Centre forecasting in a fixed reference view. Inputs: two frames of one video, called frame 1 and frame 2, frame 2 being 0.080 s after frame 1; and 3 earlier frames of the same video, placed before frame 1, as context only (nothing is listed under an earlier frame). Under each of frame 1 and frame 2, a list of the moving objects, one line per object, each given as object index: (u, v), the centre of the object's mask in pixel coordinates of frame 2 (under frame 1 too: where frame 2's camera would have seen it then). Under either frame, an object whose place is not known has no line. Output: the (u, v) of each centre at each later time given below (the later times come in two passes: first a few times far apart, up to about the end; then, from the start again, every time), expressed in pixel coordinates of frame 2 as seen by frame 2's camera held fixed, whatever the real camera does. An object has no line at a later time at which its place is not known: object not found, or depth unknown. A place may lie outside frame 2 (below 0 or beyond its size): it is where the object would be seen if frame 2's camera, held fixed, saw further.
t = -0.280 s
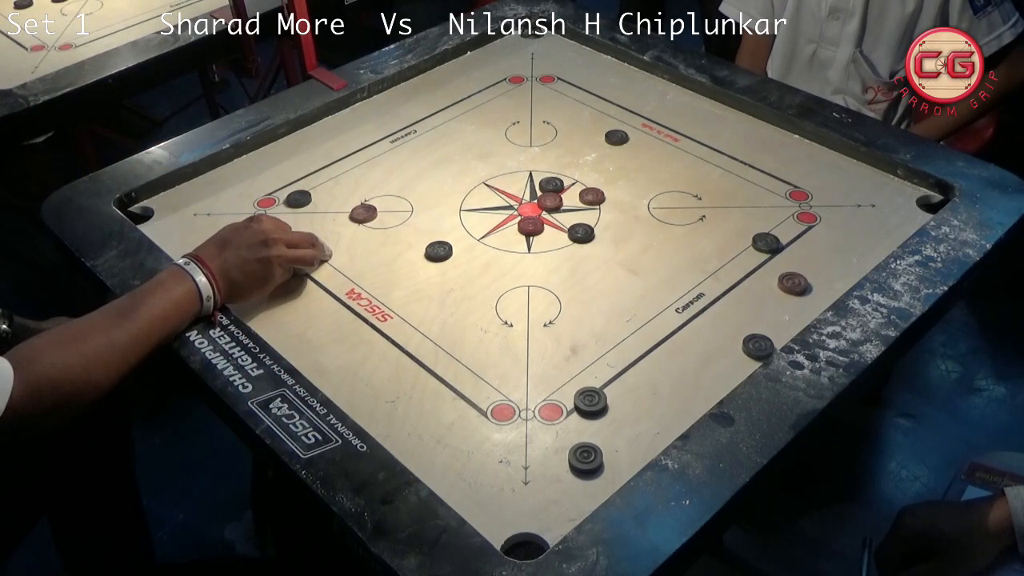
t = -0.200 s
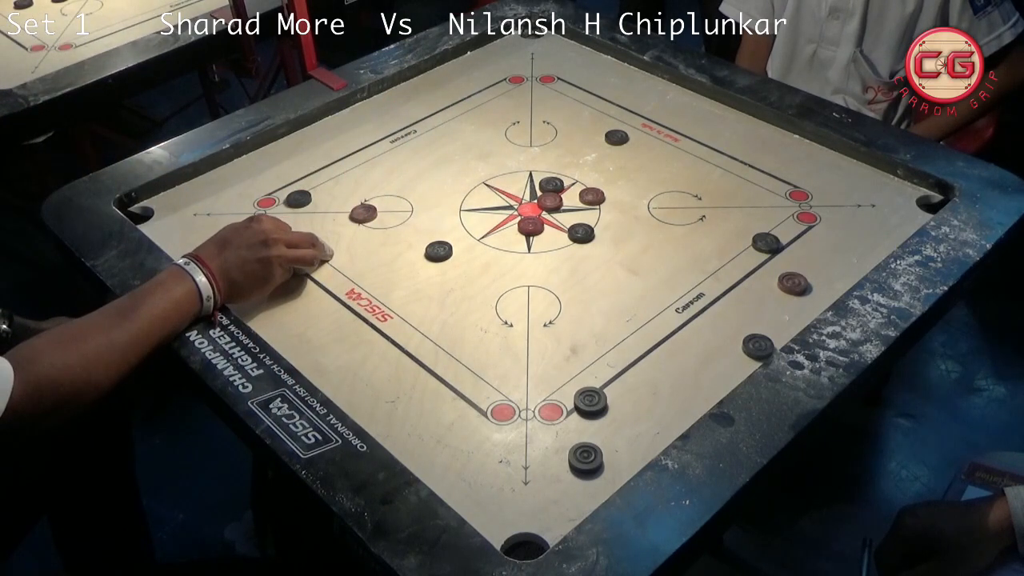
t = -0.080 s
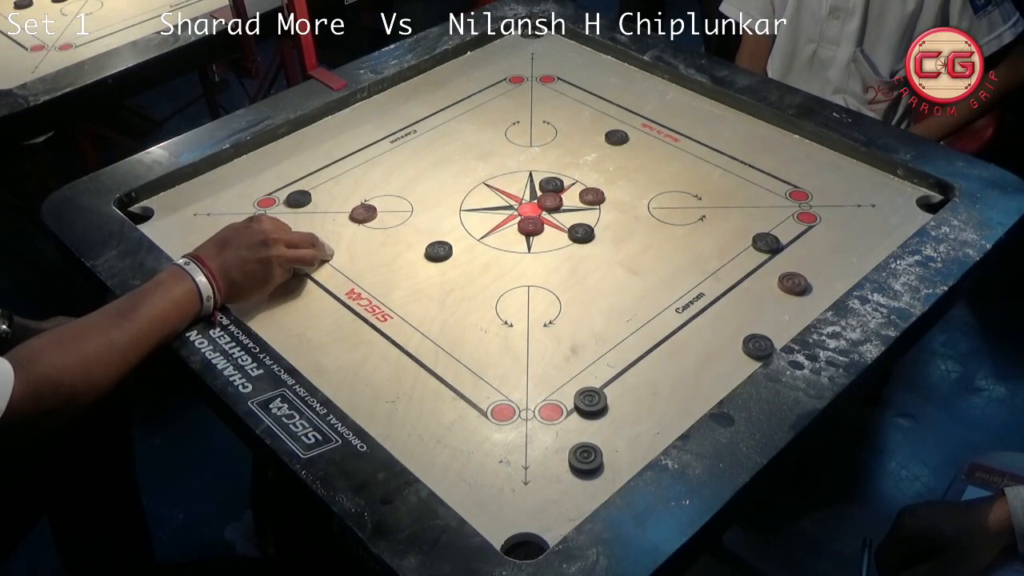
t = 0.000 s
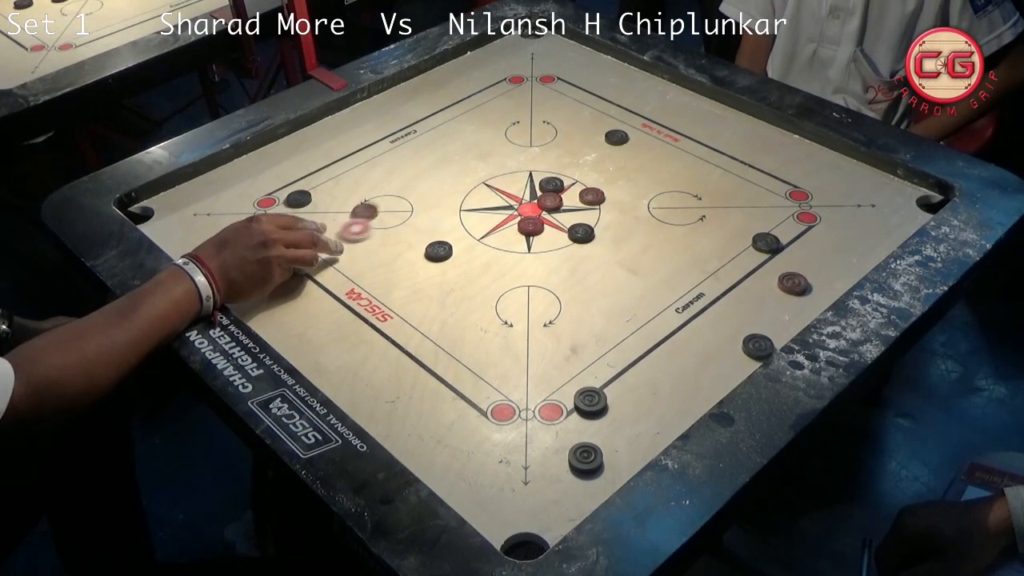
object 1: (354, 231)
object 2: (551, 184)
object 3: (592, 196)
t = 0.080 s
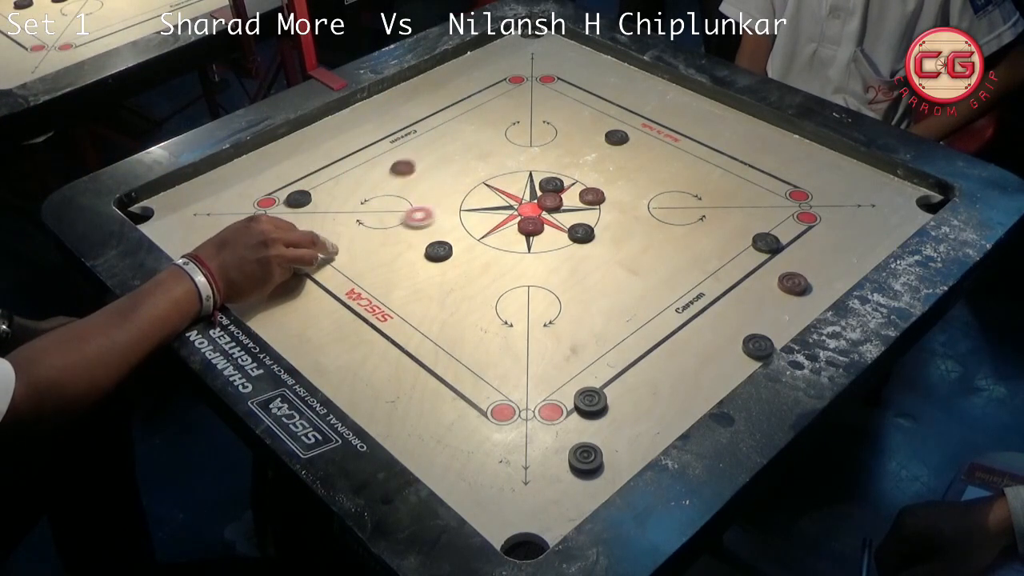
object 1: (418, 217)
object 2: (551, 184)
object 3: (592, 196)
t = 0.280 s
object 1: (531, 190)
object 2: (567, 180)
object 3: (592, 196)
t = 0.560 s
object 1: (546, 182)
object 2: (650, 151)
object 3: (624, 187)
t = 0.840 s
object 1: (546, 182)
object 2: (660, 147)
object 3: (624, 187)
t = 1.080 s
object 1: (546, 182)
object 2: (661, 147)
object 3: (624, 187)
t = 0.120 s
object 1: (446, 211)
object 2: (551, 184)
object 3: (592, 196)
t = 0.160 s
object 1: (473, 205)
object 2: (551, 184)
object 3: (592, 196)
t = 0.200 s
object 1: (500, 199)
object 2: (551, 184)
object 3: (592, 196)
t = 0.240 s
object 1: (522, 194)
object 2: (551, 184)
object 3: (592, 196)
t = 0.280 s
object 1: (531, 190)
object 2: (567, 180)
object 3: (592, 196)
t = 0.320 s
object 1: (536, 188)
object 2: (584, 174)
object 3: (601, 193)
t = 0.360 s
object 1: (540, 185)
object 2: (600, 168)
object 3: (609, 191)
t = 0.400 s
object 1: (543, 184)
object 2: (613, 164)
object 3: (615, 189)
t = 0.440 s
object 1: (545, 183)
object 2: (625, 160)
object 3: (620, 188)
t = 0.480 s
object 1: (546, 182)
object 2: (635, 156)
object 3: (623, 187)
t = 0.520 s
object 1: (546, 182)
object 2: (643, 153)
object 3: (624, 187)
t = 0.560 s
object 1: (546, 182)
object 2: (650, 151)
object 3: (624, 187)
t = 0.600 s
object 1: (546, 182)
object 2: (655, 149)
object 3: (624, 187)
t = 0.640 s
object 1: (546, 182)
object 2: (658, 148)
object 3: (624, 187)
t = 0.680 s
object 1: (546, 182)
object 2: (660, 147)
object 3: (624, 187)
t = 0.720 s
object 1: (546, 182)
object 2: (660, 147)
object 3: (624, 187)
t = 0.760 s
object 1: (546, 182)
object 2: (660, 147)
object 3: (624, 187)
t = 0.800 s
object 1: (546, 182)
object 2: (660, 147)
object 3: (624, 187)
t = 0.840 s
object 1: (546, 182)
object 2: (660, 147)
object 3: (624, 187)
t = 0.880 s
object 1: (546, 182)
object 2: (660, 147)
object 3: (624, 187)
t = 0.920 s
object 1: (546, 182)
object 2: (660, 147)
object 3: (624, 187)
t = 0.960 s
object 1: (546, 182)
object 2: (660, 147)
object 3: (624, 187)
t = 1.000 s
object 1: (546, 182)
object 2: (660, 147)
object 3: (624, 186)
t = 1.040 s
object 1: (546, 182)
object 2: (661, 147)
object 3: (624, 186)
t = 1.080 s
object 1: (546, 182)
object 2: (661, 147)
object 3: (624, 187)
